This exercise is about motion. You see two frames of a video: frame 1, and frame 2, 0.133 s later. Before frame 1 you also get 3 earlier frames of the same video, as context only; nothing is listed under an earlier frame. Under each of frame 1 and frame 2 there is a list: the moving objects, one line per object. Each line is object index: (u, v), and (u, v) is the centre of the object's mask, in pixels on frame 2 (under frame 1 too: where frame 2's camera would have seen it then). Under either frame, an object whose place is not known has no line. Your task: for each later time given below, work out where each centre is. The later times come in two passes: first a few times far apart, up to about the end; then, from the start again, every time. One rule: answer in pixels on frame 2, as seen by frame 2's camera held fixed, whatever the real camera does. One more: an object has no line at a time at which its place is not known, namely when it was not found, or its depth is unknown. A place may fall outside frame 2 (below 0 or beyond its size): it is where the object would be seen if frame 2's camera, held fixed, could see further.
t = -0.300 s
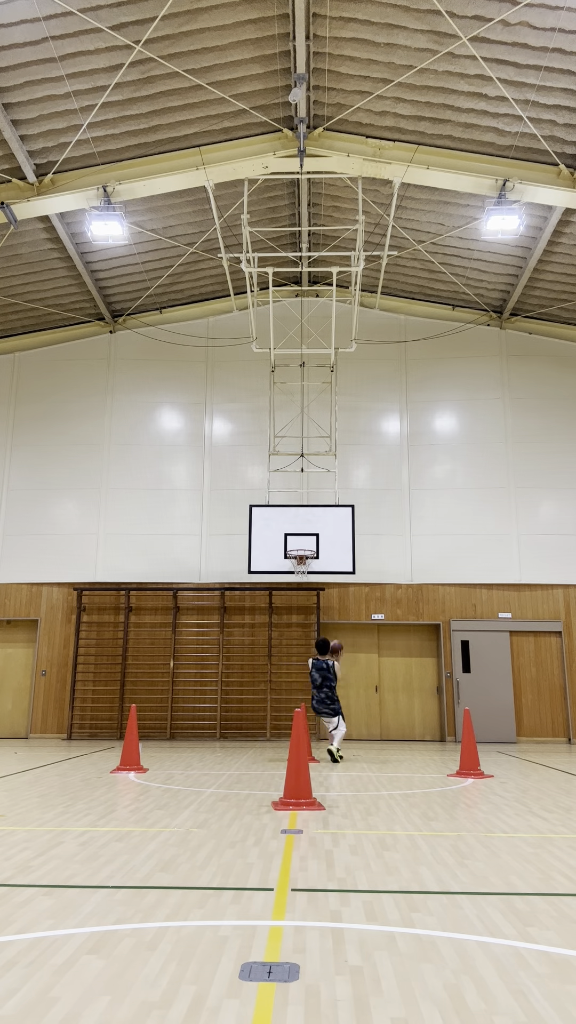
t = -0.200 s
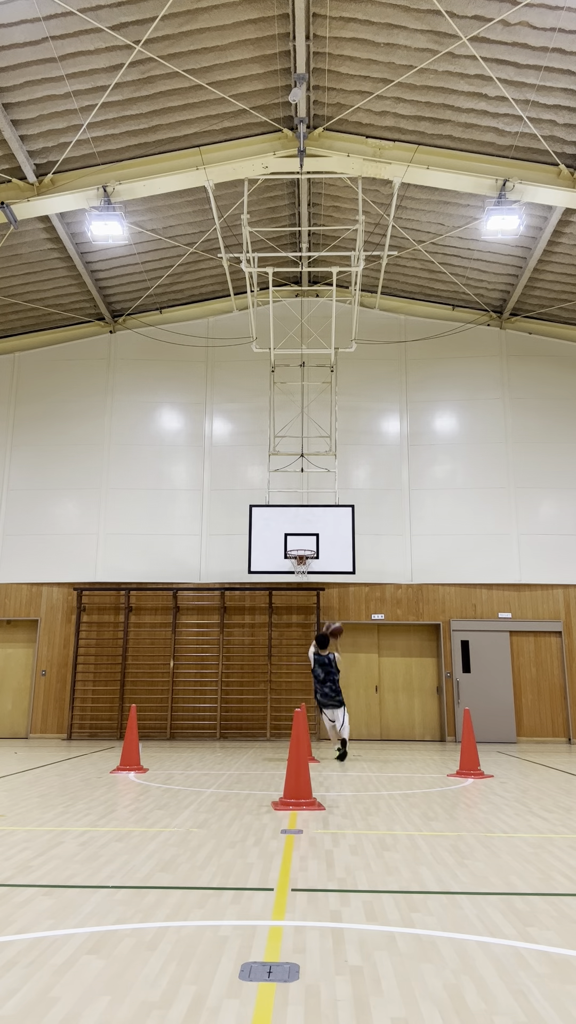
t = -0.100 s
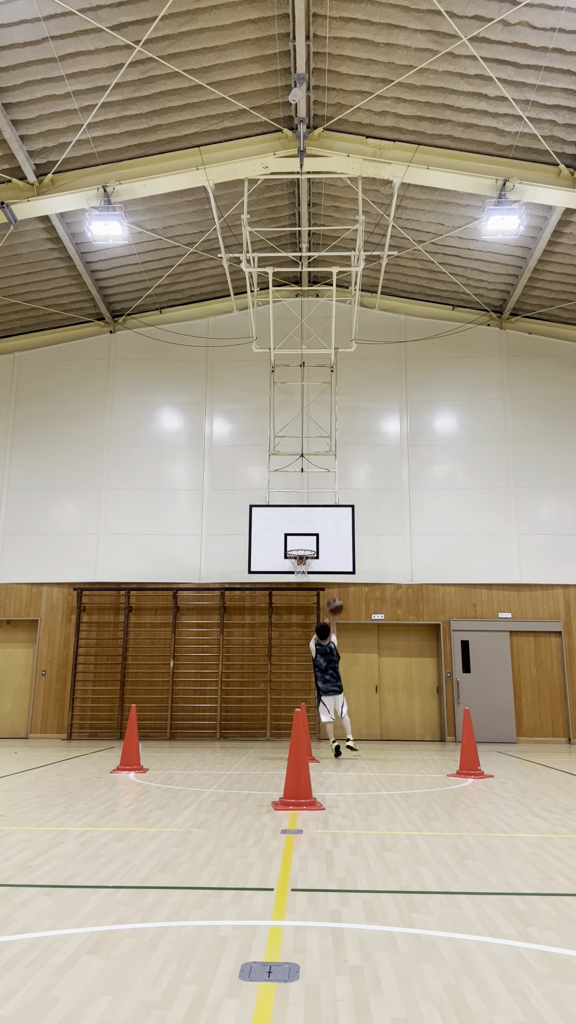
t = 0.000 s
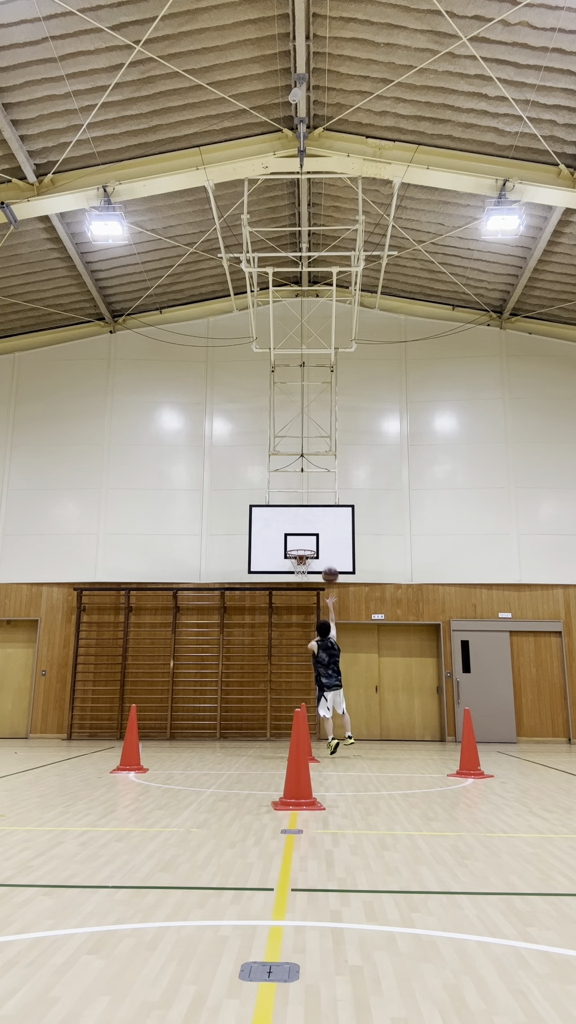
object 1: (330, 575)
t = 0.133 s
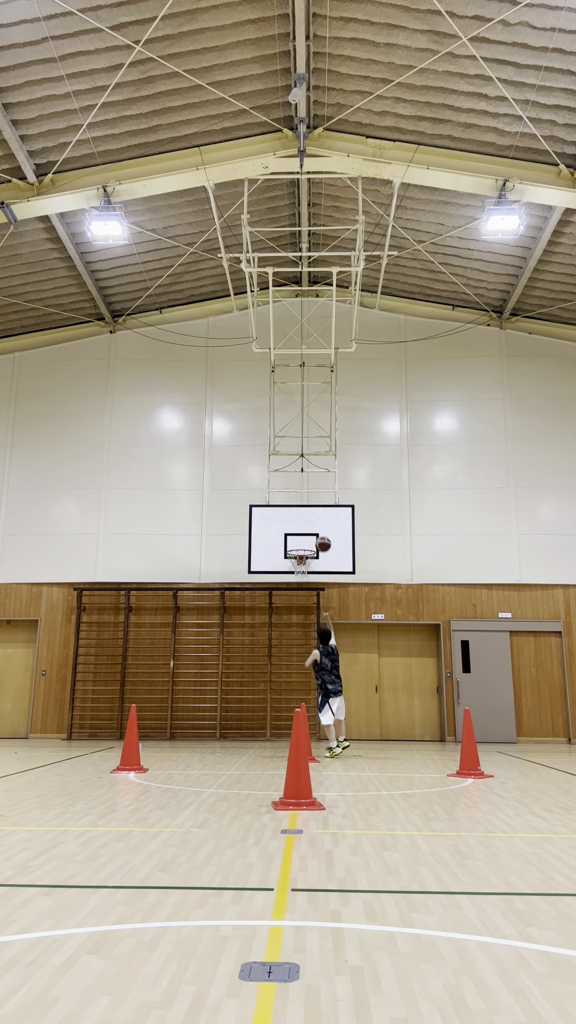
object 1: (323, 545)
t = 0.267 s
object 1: (316, 527)
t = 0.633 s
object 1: (301, 537)
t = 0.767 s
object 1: (296, 558)
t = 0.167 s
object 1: (321, 539)
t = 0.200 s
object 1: (320, 534)
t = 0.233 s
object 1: (318, 530)
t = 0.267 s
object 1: (316, 527)
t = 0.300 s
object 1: (315, 525)
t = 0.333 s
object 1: (313, 523)
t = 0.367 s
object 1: (312, 522)
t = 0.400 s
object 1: (311, 521)
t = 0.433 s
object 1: (309, 522)
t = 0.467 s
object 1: (308, 523)
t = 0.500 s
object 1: (306, 524)
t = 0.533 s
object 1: (305, 527)
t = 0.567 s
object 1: (303, 529)
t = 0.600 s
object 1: (302, 533)
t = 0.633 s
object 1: (301, 537)
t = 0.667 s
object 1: (299, 541)
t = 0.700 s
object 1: (298, 546)
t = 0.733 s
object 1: (297, 554)
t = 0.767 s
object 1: (296, 558)
